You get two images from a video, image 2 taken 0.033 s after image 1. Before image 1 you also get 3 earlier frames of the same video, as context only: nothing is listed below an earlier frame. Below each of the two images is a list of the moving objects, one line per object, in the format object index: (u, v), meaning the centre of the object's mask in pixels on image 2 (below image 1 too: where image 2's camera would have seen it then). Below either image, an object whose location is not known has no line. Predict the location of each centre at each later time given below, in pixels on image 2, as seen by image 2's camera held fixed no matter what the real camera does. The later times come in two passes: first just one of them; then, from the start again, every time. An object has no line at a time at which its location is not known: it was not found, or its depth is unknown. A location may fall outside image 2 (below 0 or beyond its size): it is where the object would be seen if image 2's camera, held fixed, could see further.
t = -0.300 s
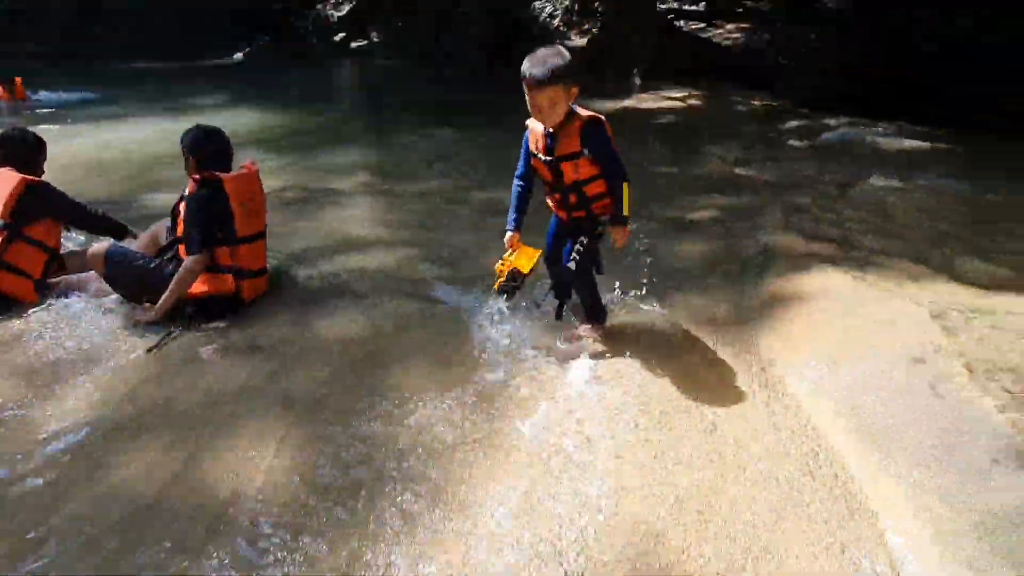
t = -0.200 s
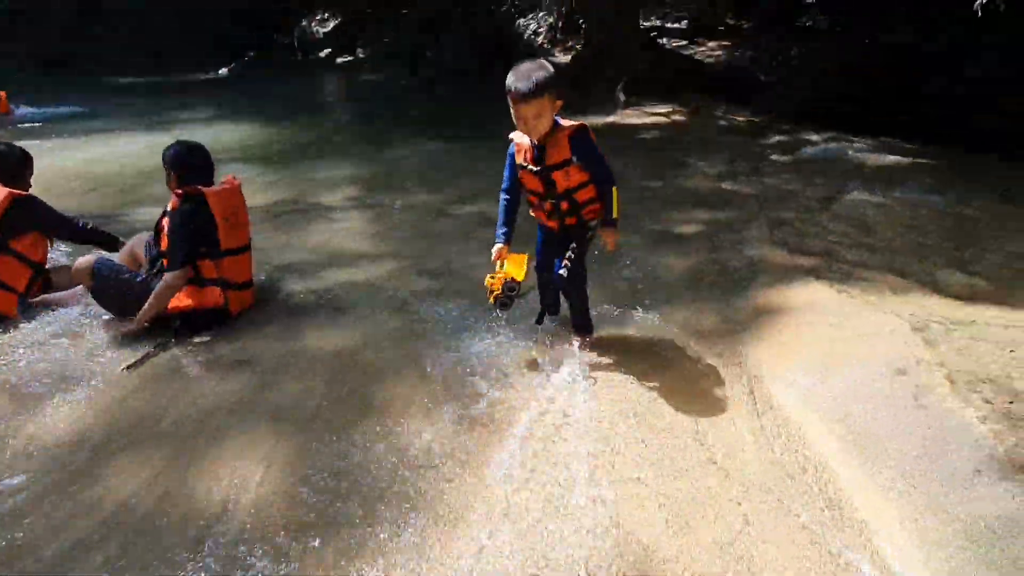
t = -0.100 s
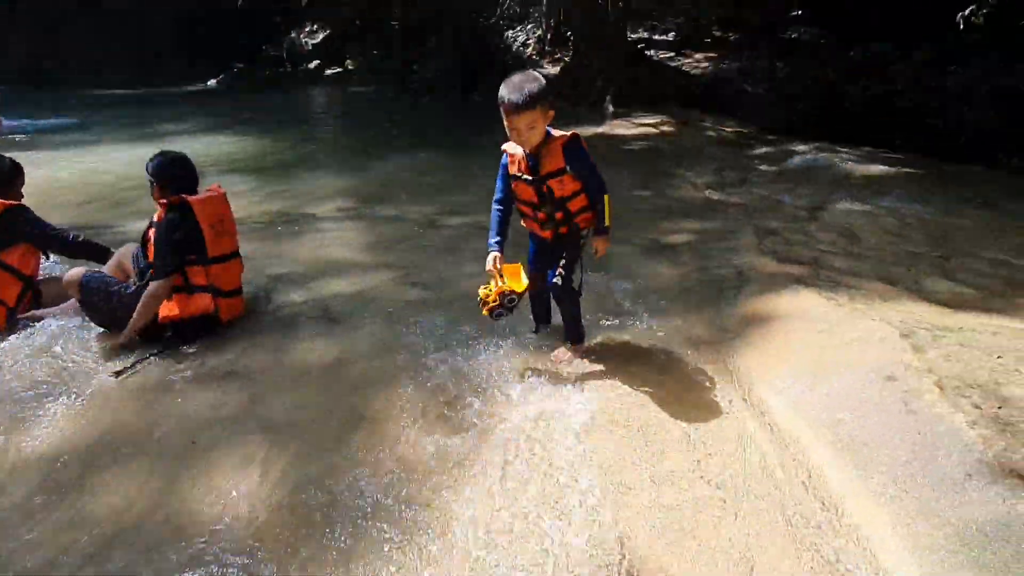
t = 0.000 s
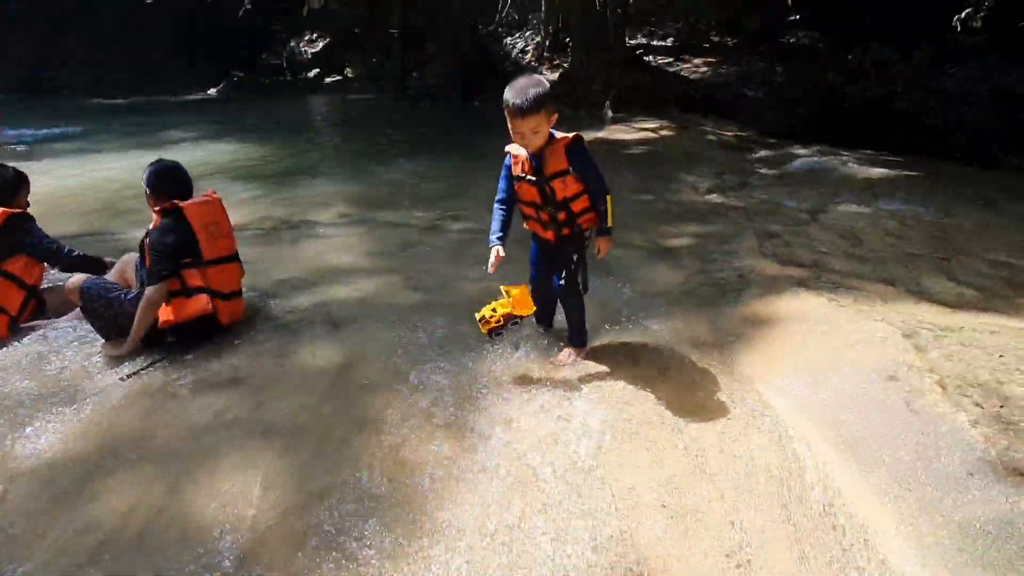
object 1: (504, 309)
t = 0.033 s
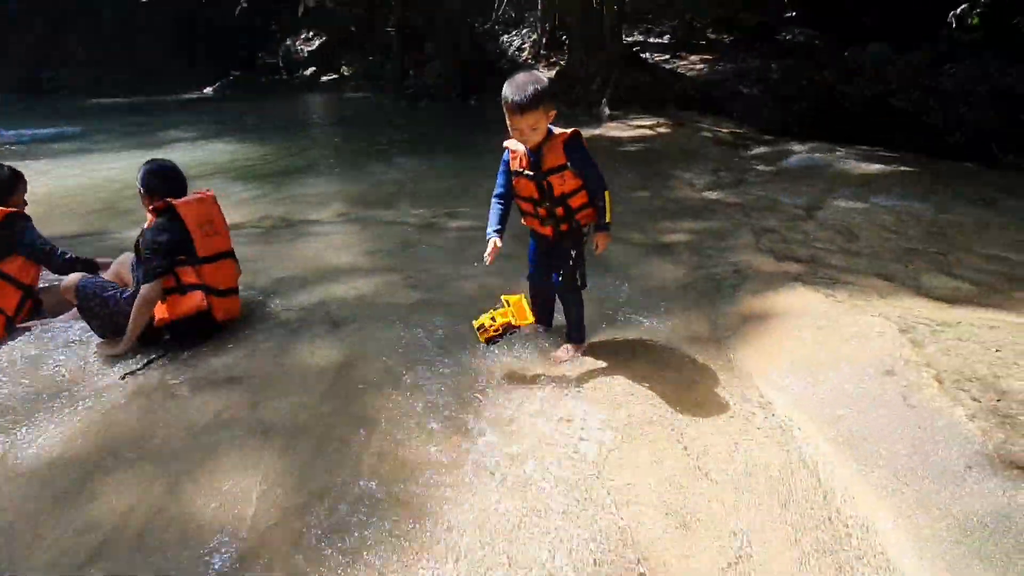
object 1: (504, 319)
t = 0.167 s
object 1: (504, 366)
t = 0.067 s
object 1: (504, 334)
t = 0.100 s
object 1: (505, 350)
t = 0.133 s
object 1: (505, 360)
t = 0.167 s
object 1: (504, 366)
